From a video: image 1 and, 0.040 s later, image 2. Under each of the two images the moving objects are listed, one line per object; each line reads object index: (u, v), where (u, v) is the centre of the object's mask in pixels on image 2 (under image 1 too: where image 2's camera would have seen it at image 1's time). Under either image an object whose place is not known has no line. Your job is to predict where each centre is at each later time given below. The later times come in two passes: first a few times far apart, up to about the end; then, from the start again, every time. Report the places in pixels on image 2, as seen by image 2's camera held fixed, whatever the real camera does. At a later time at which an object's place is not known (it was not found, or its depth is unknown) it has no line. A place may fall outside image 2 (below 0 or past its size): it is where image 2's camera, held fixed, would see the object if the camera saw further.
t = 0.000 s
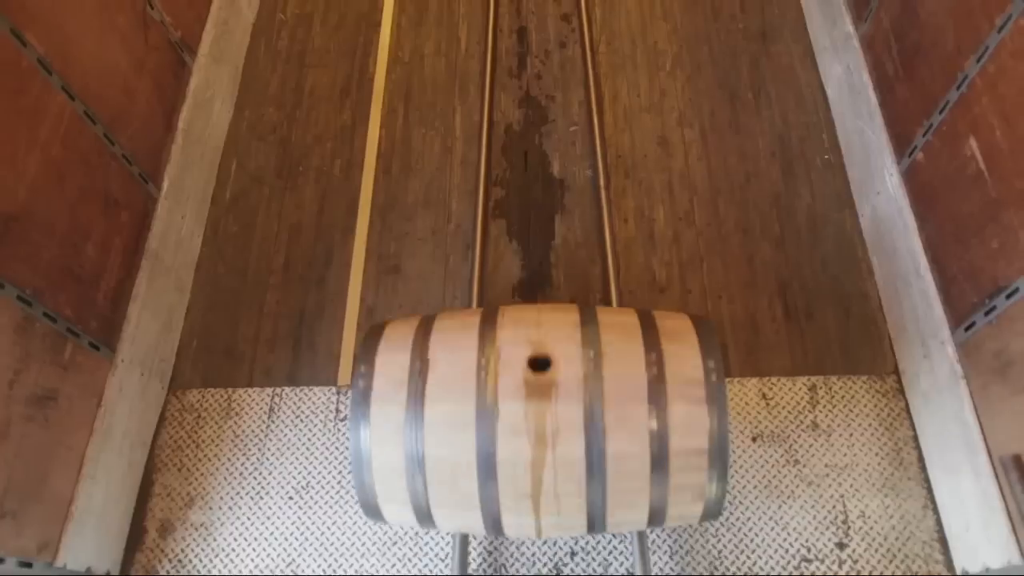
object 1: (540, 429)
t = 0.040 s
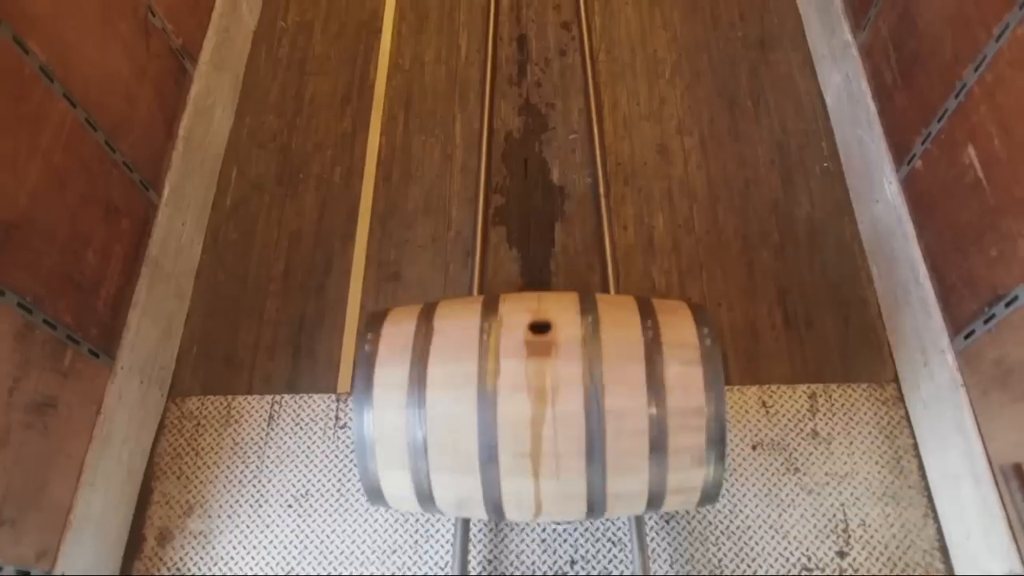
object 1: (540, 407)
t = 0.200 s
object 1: (538, 326)
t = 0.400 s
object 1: (539, 235)
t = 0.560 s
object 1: (539, 169)
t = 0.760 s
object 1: (536, 95)
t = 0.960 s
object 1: (539, 30)
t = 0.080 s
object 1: (540, 385)
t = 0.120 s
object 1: (540, 365)
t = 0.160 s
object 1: (539, 345)
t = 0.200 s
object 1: (538, 326)
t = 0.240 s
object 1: (538, 307)
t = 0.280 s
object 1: (538, 289)
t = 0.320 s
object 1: (538, 271)
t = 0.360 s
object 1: (539, 252)
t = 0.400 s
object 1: (539, 235)
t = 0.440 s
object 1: (540, 218)
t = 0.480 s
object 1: (540, 201)
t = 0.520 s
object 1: (540, 184)
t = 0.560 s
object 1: (539, 169)
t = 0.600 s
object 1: (538, 153)
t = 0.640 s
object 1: (537, 137)
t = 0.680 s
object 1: (536, 123)
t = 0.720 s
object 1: (536, 109)
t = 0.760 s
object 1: (536, 95)
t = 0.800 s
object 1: (536, 82)
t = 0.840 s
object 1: (537, 68)
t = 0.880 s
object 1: (538, 55)
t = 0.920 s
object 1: (539, 42)
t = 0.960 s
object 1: (539, 30)
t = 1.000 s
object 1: (538, 18)
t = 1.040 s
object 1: (537, 6)
